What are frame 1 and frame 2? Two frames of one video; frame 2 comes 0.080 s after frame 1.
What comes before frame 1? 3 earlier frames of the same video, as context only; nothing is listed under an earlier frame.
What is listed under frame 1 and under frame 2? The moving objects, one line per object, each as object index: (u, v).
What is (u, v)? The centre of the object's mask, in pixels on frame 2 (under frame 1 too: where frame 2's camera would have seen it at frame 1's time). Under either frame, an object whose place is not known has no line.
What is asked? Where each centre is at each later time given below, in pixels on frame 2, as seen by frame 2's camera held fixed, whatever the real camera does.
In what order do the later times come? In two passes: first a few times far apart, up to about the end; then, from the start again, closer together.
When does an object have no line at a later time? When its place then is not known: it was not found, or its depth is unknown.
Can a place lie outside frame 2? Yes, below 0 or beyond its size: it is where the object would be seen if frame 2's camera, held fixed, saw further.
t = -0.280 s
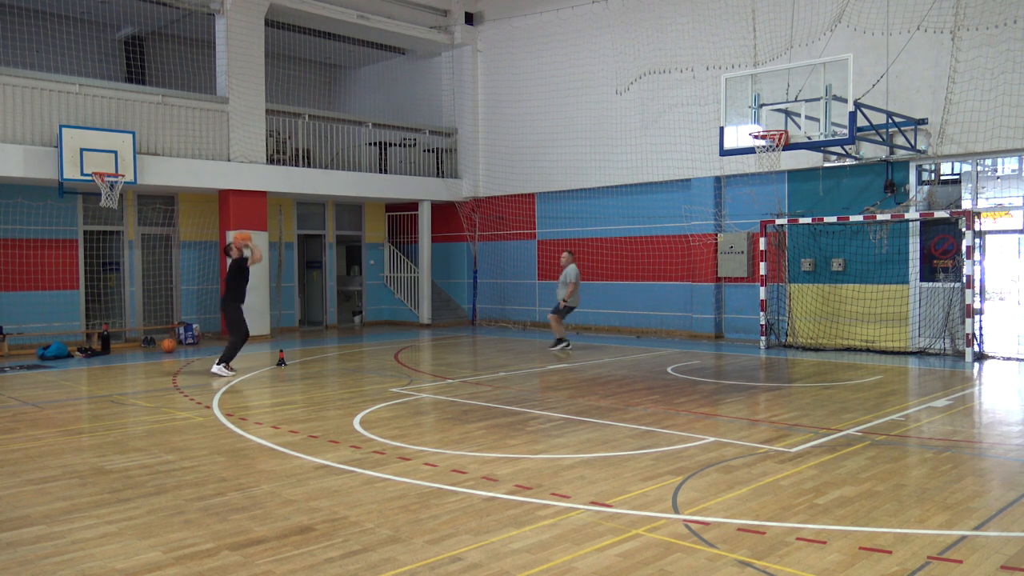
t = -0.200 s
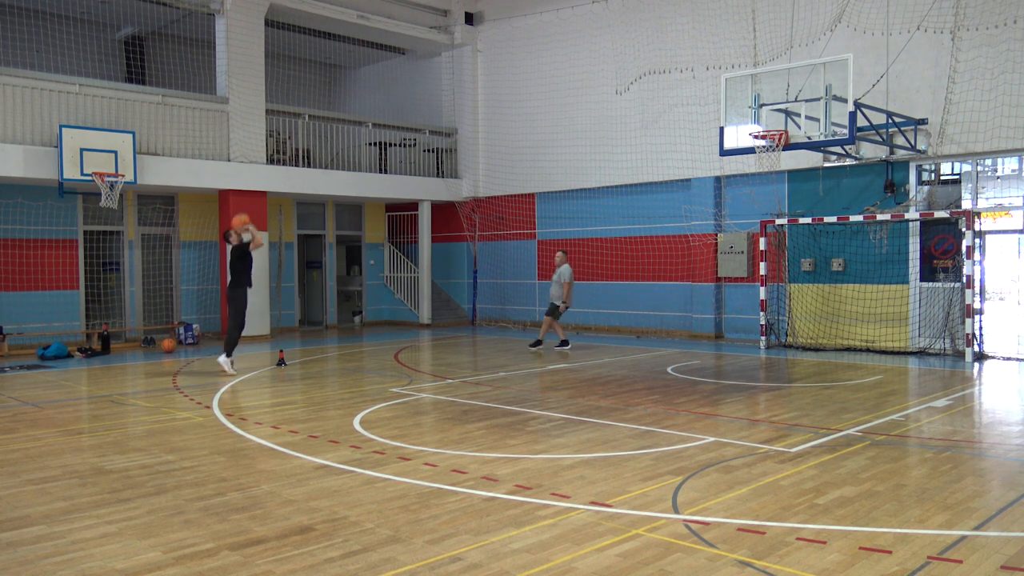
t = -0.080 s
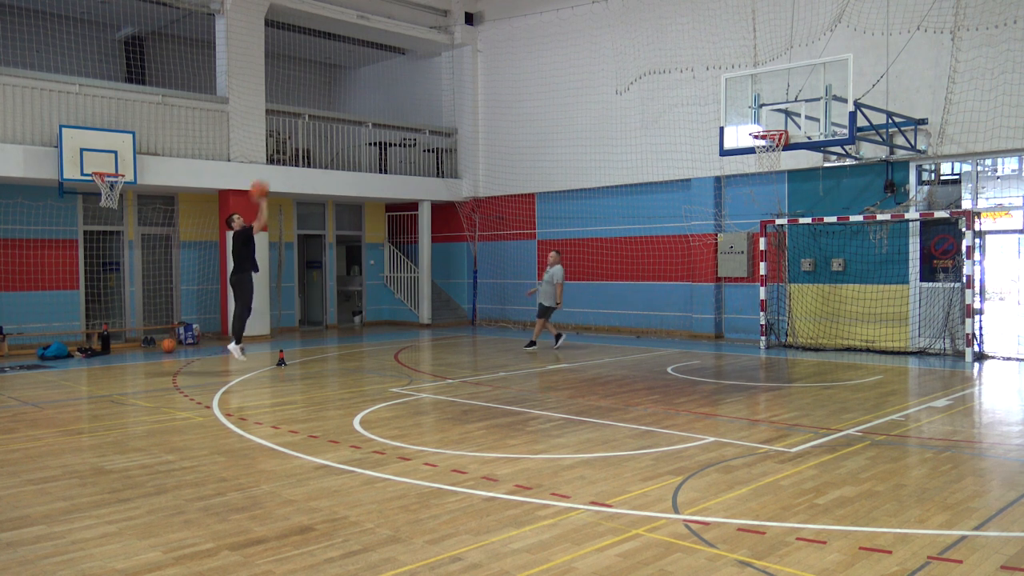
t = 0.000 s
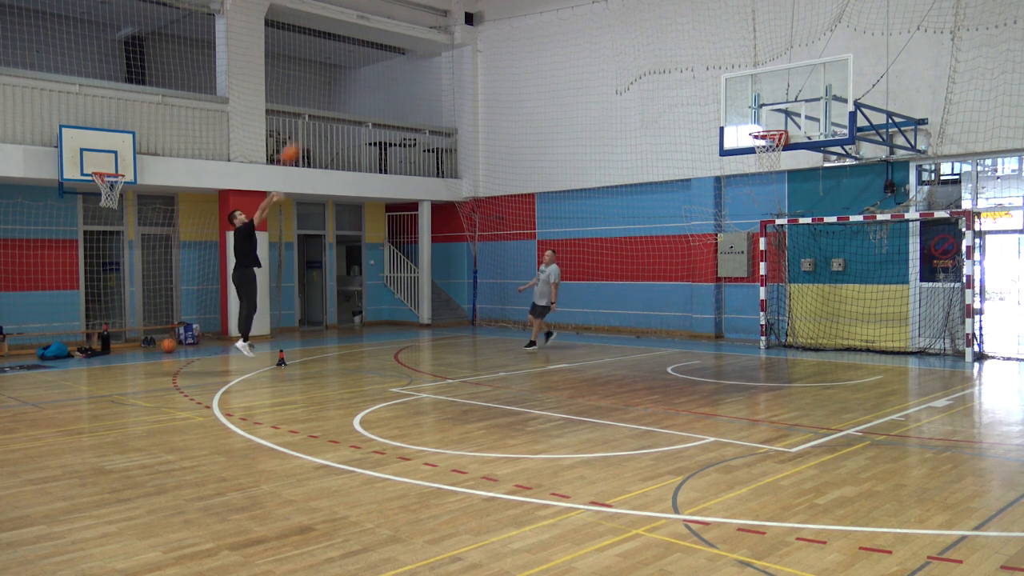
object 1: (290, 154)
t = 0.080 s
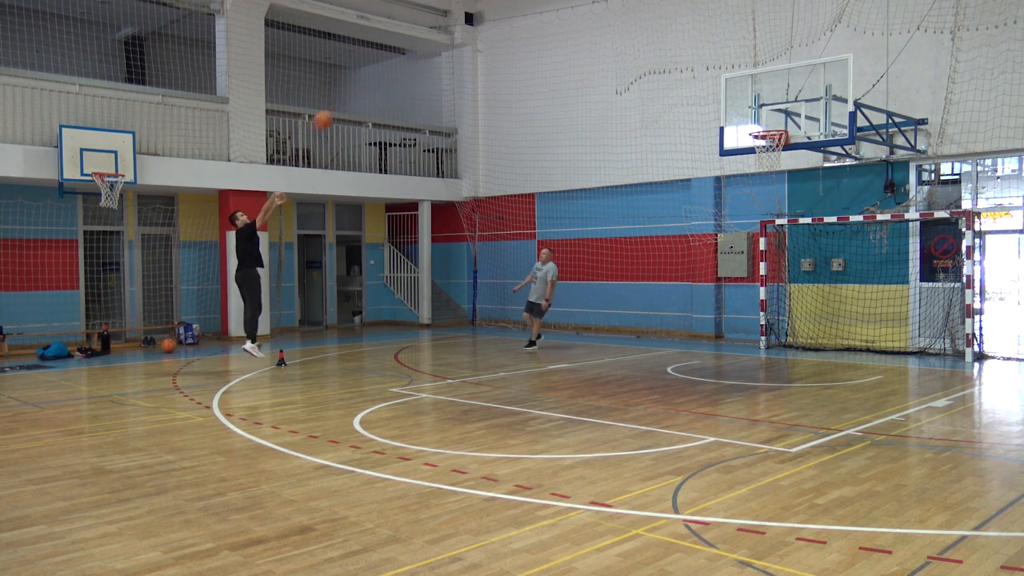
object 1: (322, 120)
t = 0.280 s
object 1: (405, 59)
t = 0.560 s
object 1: (521, 21)
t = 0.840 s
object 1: (640, 42)
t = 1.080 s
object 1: (741, 107)
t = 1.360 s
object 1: (805, 168)
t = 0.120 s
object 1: (339, 105)
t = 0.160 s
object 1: (355, 92)
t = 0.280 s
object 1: (405, 59)
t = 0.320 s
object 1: (421, 50)
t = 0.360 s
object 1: (438, 42)
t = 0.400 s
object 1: (455, 35)
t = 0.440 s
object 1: (471, 31)
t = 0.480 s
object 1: (488, 27)
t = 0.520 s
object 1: (505, 23)
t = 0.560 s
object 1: (521, 21)
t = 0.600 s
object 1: (539, 21)
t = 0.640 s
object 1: (556, 21)
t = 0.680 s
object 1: (572, 23)
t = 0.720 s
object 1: (590, 27)
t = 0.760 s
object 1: (607, 30)
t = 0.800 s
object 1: (624, 36)
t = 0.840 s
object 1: (640, 42)
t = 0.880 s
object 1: (658, 50)
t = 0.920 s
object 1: (674, 60)
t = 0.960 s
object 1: (691, 69)
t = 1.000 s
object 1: (708, 80)
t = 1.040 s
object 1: (725, 94)
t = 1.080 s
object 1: (741, 107)
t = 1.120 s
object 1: (760, 122)
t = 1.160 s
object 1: (778, 140)
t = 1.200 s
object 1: (787, 148)
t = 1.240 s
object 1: (792, 151)
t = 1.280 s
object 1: (796, 155)
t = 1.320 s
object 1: (801, 161)
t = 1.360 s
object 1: (805, 168)
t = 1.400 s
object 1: (810, 176)
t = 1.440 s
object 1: (814, 185)
